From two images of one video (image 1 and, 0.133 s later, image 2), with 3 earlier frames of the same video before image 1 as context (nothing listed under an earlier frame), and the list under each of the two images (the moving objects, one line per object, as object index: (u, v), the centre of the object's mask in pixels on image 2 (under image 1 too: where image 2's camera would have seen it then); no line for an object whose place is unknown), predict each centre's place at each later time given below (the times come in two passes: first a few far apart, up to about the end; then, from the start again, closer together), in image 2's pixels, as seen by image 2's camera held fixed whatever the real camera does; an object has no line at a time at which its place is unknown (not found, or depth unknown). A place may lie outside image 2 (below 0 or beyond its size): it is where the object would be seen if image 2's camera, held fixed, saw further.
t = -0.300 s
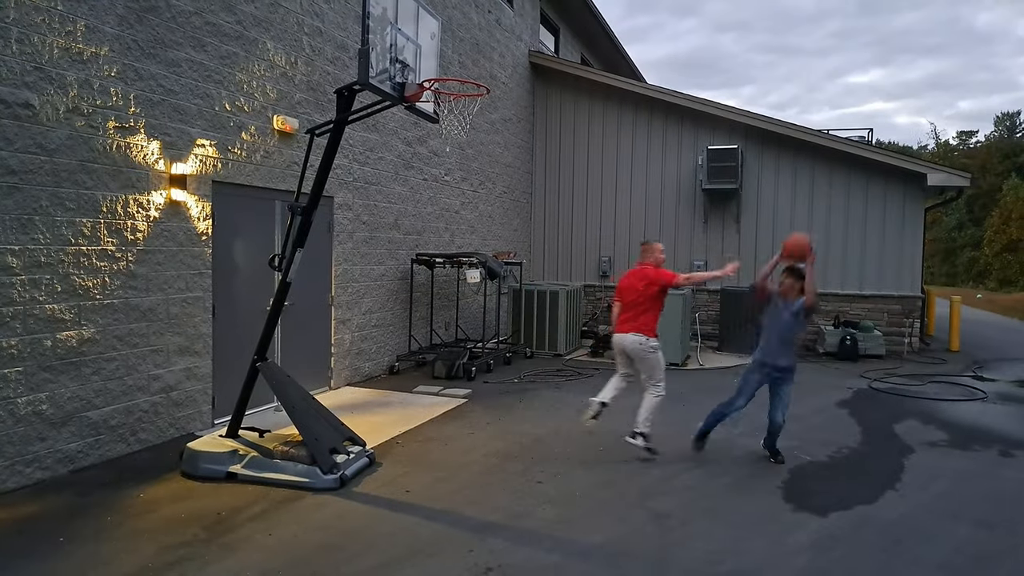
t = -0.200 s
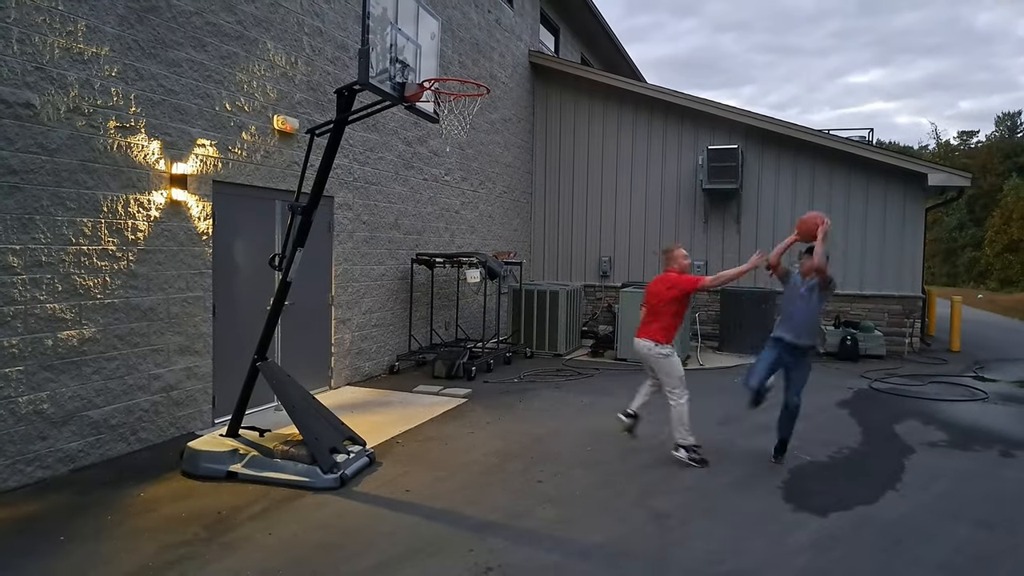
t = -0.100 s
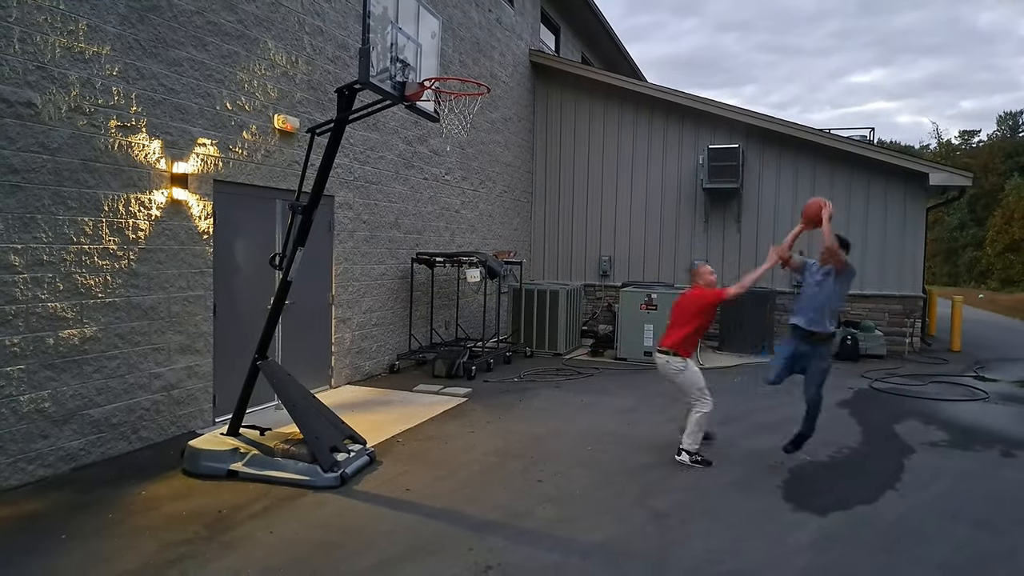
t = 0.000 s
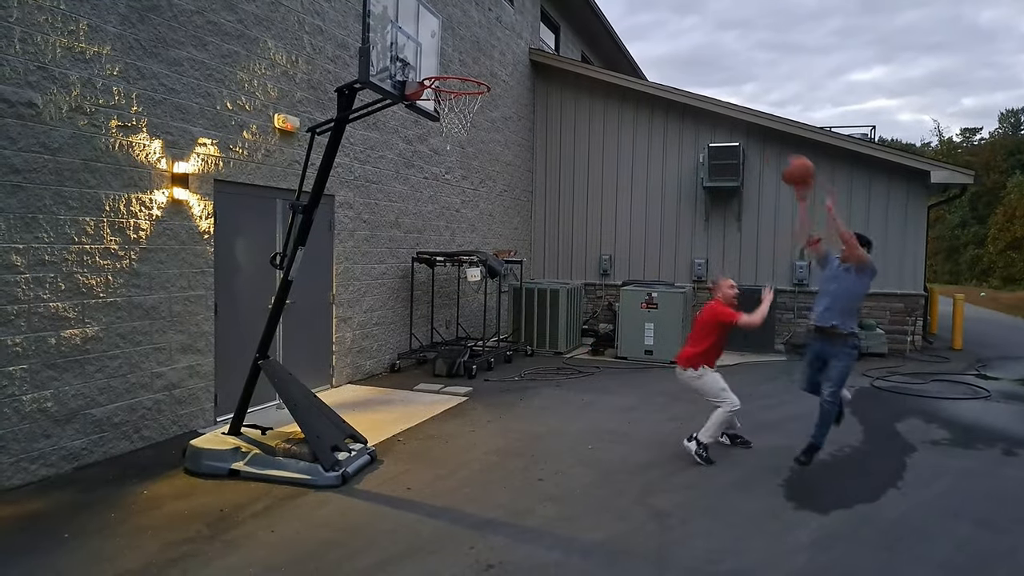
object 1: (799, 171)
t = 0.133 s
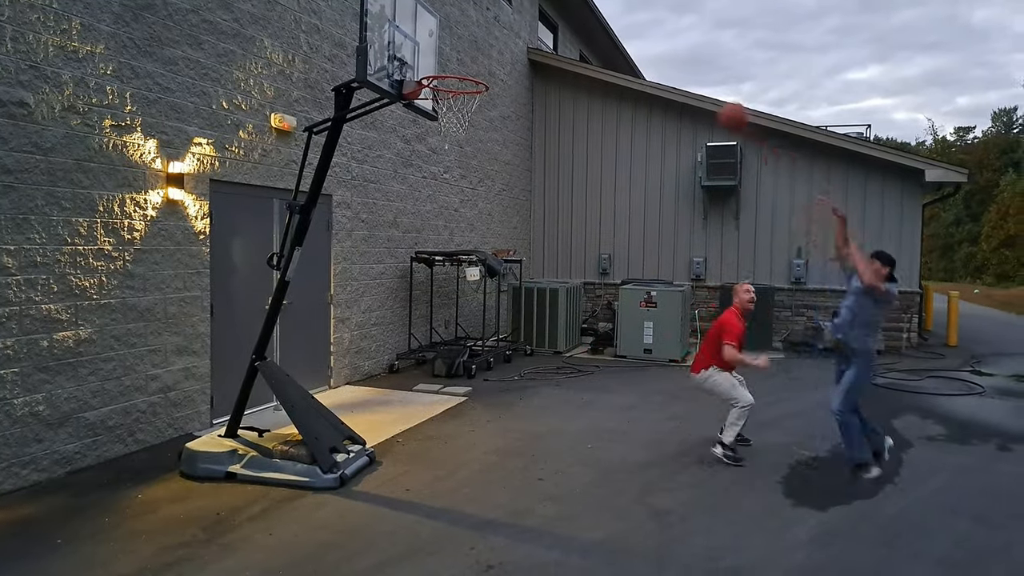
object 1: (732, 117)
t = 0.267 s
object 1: (664, 85)
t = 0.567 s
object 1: (504, 91)
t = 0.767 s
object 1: (568, 171)
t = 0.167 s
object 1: (717, 106)
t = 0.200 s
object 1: (699, 98)
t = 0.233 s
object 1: (681, 90)
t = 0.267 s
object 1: (664, 85)
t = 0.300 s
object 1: (647, 79)
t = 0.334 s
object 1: (630, 74)
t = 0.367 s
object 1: (613, 72)
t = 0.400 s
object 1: (595, 72)
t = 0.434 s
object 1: (577, 72)
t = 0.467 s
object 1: (558, 76)
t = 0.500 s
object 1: (541, 79)
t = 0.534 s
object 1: (524, 83)
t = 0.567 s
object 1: (504, 91)
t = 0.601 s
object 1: (504, 98)
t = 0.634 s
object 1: (517, 110)
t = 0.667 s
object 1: (530, 122)
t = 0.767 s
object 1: (568, 171)
